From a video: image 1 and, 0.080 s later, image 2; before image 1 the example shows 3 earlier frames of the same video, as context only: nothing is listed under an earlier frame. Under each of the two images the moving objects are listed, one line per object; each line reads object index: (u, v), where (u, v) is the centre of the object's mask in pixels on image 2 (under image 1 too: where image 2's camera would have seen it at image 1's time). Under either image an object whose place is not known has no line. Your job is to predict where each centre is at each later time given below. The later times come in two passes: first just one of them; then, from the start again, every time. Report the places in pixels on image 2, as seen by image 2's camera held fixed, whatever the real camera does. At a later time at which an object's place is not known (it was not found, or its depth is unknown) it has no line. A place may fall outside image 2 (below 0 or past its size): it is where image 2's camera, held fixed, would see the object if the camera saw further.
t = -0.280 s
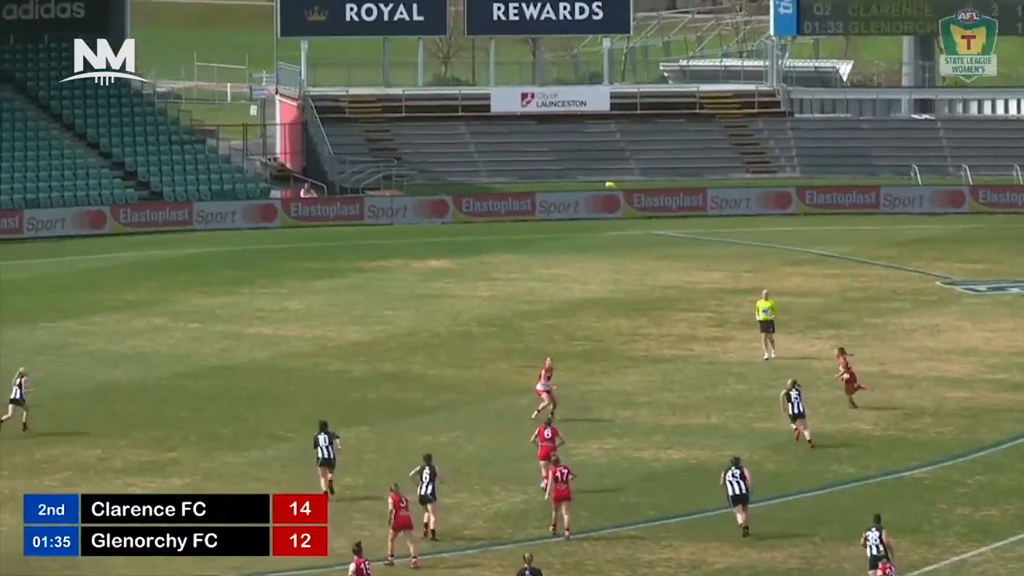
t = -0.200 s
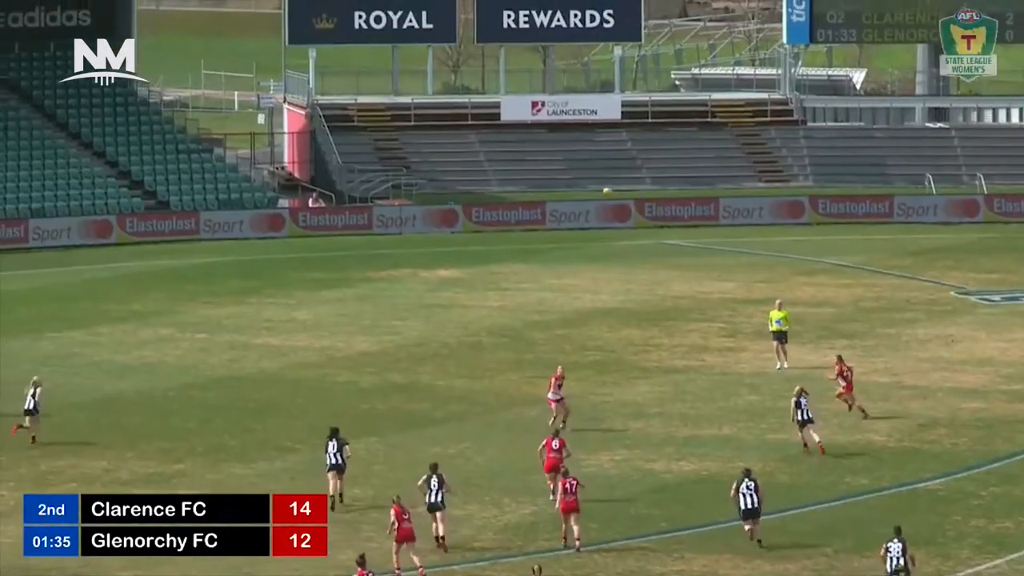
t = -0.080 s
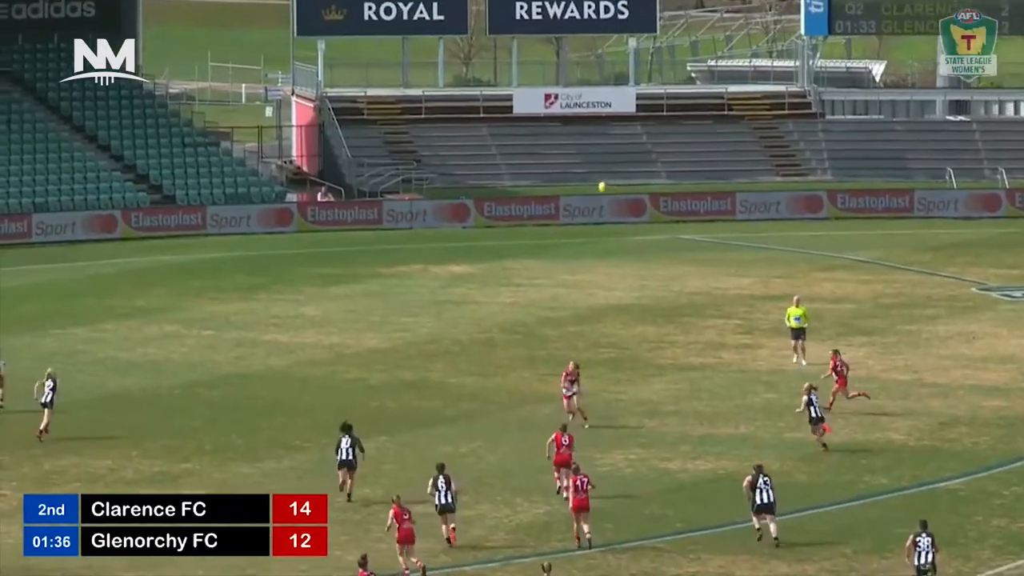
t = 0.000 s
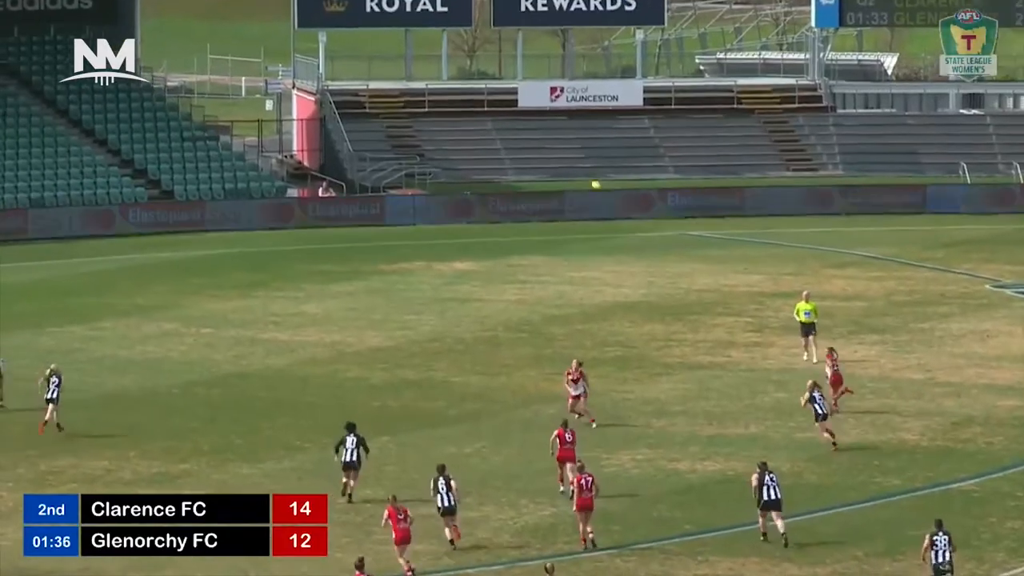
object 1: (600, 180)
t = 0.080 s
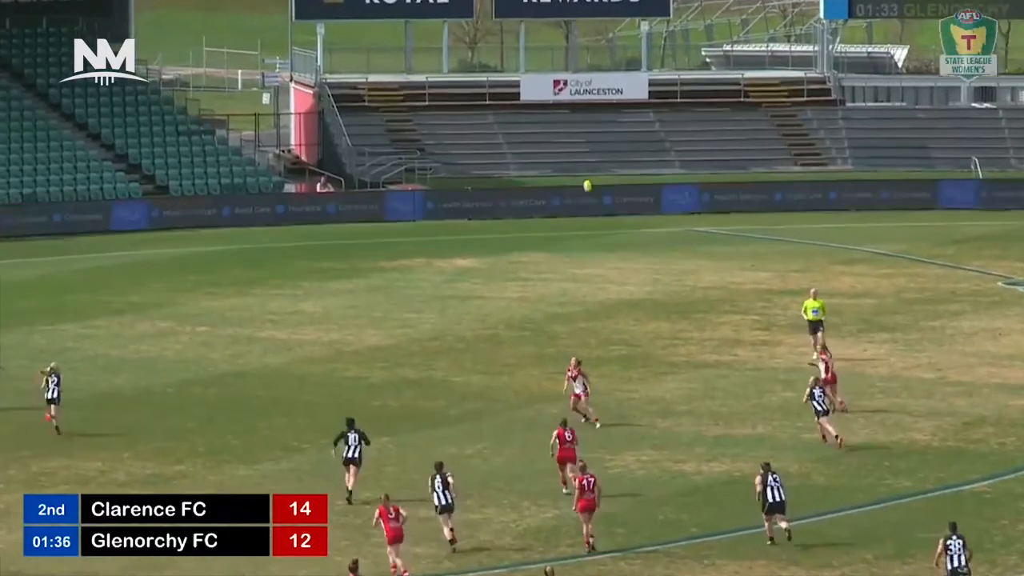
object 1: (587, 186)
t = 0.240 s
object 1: (559, 199)
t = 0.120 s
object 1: (580, 188)
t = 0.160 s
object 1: (573, 191)
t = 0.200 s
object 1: (565, 195)
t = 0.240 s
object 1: (559, 199)
